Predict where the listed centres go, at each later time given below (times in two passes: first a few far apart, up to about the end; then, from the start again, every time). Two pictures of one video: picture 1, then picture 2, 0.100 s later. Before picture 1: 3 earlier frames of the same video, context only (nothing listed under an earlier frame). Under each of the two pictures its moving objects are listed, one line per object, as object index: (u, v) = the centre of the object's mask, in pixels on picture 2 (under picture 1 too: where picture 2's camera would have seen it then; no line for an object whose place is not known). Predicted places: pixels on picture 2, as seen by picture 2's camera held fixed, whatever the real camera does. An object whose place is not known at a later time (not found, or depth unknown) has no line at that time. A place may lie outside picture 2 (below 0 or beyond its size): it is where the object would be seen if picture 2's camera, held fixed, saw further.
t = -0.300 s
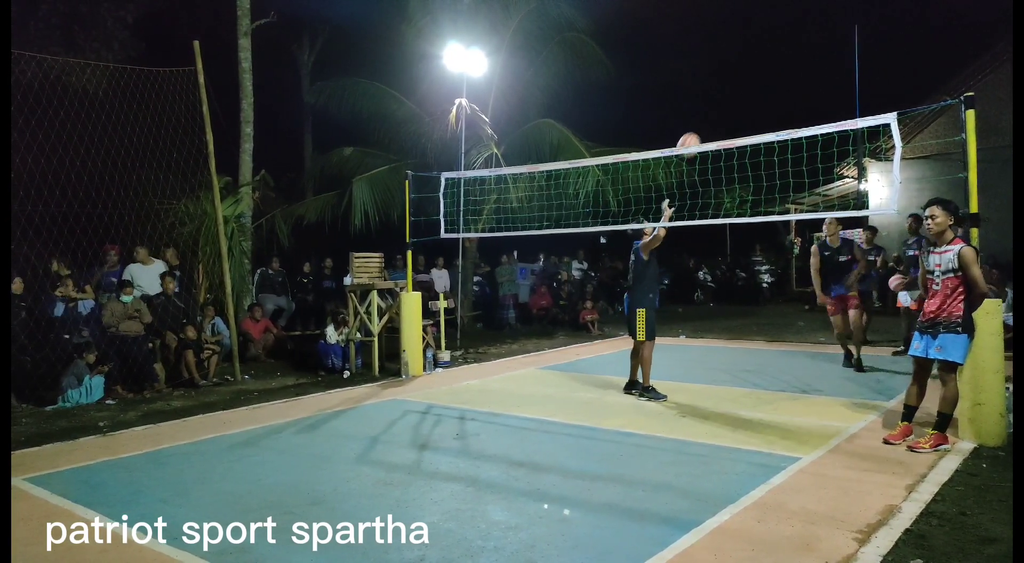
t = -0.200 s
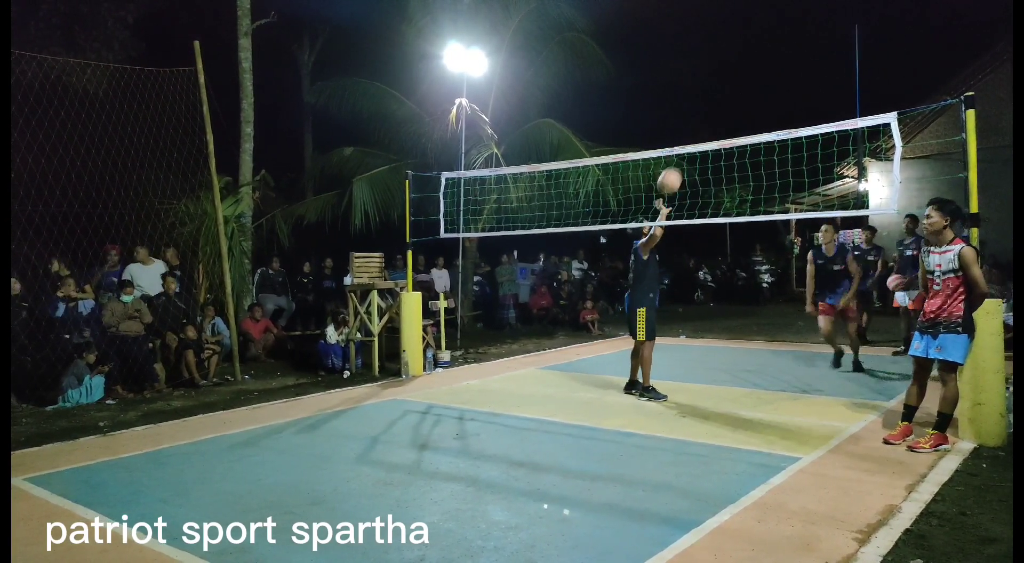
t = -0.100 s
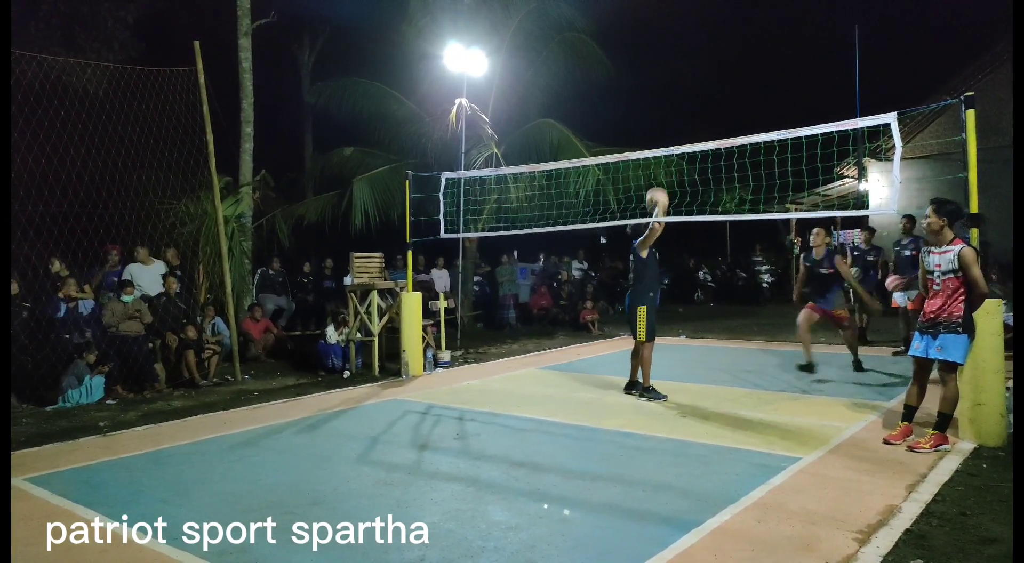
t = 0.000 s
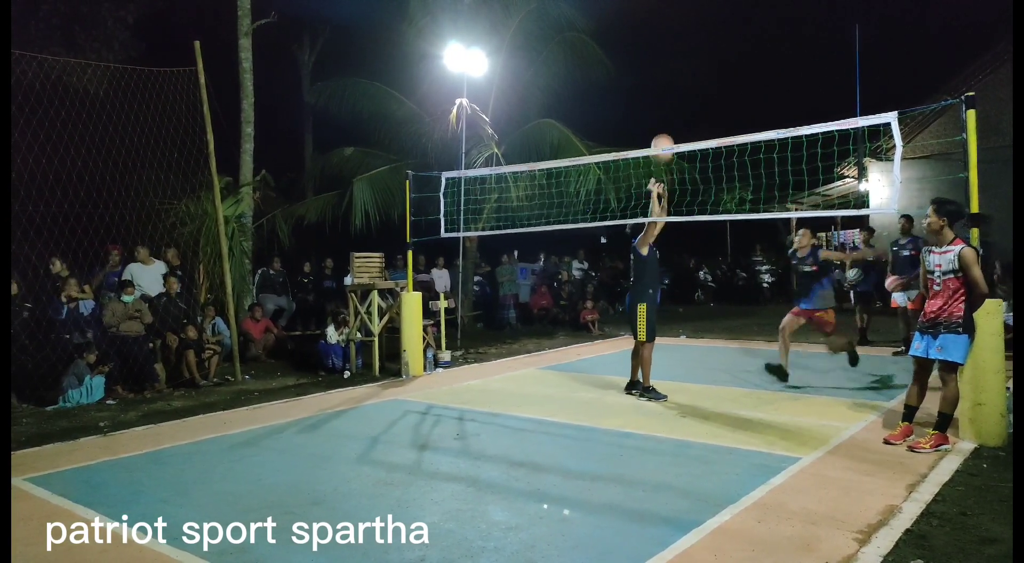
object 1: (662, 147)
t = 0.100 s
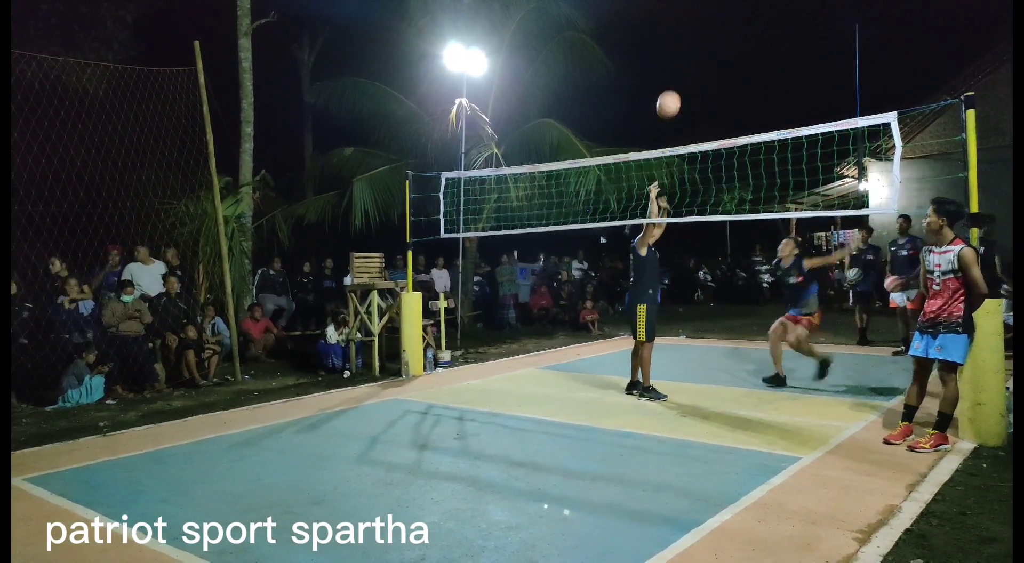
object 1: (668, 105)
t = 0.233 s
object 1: (678, 60)
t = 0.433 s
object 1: (692, 28)
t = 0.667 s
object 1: (709, 46)
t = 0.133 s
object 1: (671, 91)
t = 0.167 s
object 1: (673, 80)
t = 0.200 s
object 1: (676, 70)
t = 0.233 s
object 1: (678, 60)
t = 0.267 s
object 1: (680, 52)
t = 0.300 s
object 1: (682, 45)
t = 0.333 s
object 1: (685, 39)
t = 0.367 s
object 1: (688, 34)
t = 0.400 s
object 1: (690, 31)
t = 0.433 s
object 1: (692, 28)
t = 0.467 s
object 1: (695, 28)
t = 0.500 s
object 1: (697, 28)
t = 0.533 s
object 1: (700, 29)
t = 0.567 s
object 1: (702, 31)
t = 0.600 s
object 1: (704, 35)
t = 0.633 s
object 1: (706, 40)
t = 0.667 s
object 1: (709, 46)
